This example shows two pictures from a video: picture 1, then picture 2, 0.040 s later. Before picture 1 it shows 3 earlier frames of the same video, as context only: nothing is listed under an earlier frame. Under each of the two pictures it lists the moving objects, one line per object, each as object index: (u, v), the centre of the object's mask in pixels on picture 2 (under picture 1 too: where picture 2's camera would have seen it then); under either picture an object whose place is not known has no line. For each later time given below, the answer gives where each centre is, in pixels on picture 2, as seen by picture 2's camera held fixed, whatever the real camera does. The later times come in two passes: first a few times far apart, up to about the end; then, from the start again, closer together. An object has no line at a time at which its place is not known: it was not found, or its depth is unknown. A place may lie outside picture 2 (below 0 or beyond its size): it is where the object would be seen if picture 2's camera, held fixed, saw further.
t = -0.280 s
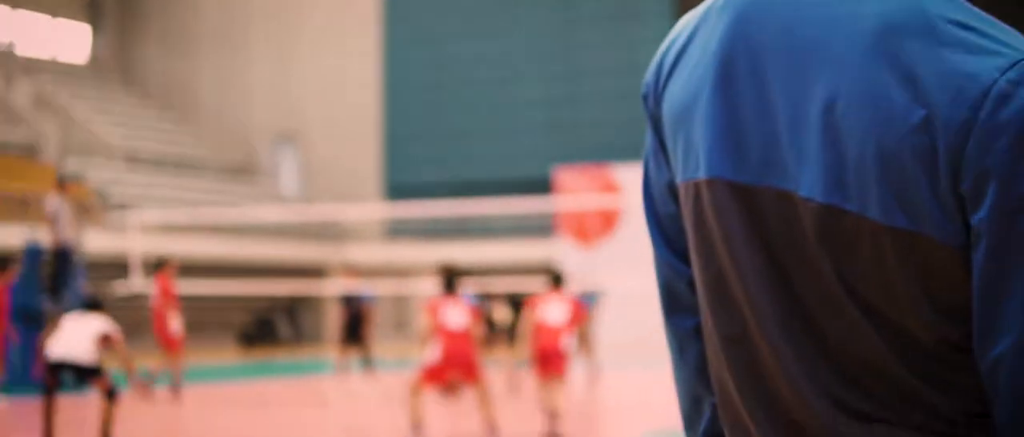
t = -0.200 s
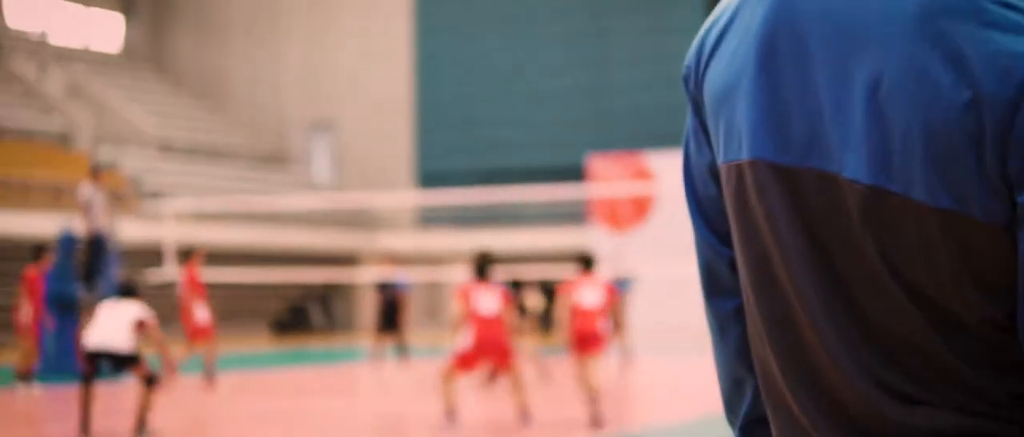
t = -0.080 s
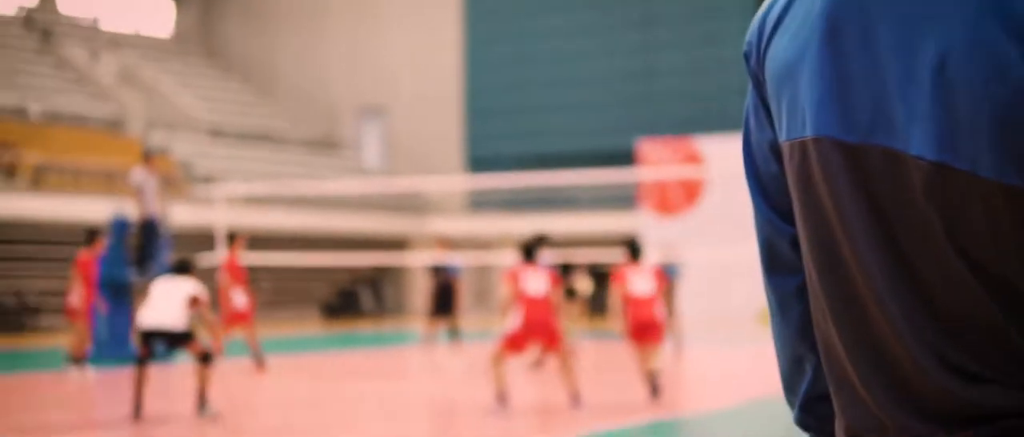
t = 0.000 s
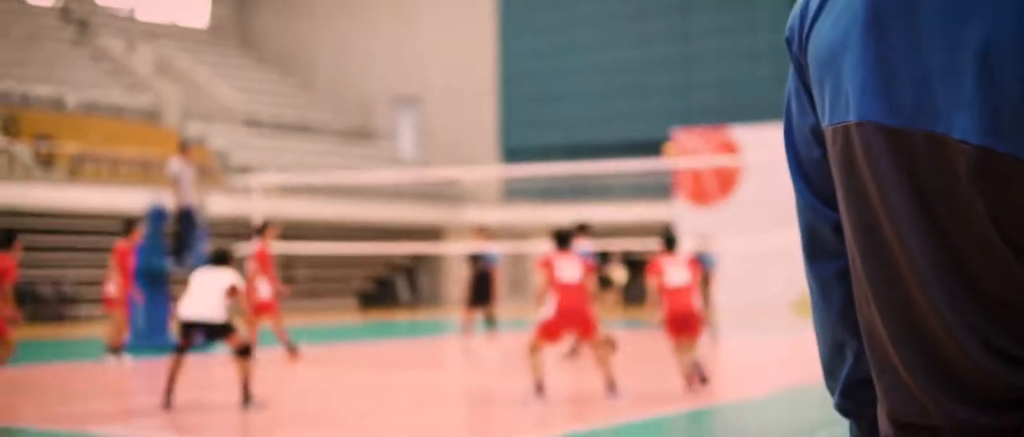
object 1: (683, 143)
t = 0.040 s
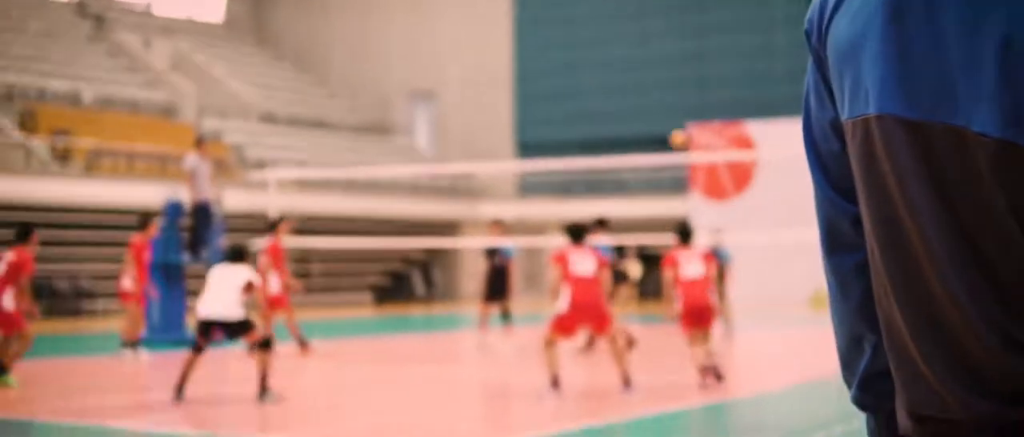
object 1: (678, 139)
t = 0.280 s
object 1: (637, 117)
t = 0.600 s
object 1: (566, 139)
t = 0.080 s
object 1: (671, 133)
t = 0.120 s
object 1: (665, 128)
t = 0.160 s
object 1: (659, 124)
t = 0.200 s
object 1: (652, 121)
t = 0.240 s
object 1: (644, 119)
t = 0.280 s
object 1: (637, 117)
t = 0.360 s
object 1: (620, 115)
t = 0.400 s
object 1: (612, 115)
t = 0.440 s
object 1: (604, 116)
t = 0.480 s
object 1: (595, 120)
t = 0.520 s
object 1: (586, 124)
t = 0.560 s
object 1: (576, 131)
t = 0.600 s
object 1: (566, 139)
